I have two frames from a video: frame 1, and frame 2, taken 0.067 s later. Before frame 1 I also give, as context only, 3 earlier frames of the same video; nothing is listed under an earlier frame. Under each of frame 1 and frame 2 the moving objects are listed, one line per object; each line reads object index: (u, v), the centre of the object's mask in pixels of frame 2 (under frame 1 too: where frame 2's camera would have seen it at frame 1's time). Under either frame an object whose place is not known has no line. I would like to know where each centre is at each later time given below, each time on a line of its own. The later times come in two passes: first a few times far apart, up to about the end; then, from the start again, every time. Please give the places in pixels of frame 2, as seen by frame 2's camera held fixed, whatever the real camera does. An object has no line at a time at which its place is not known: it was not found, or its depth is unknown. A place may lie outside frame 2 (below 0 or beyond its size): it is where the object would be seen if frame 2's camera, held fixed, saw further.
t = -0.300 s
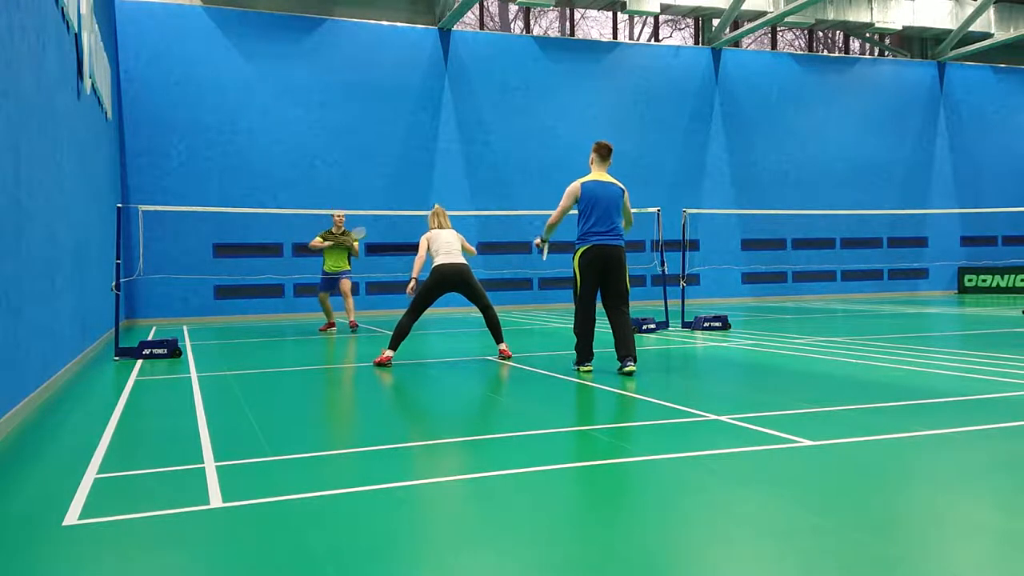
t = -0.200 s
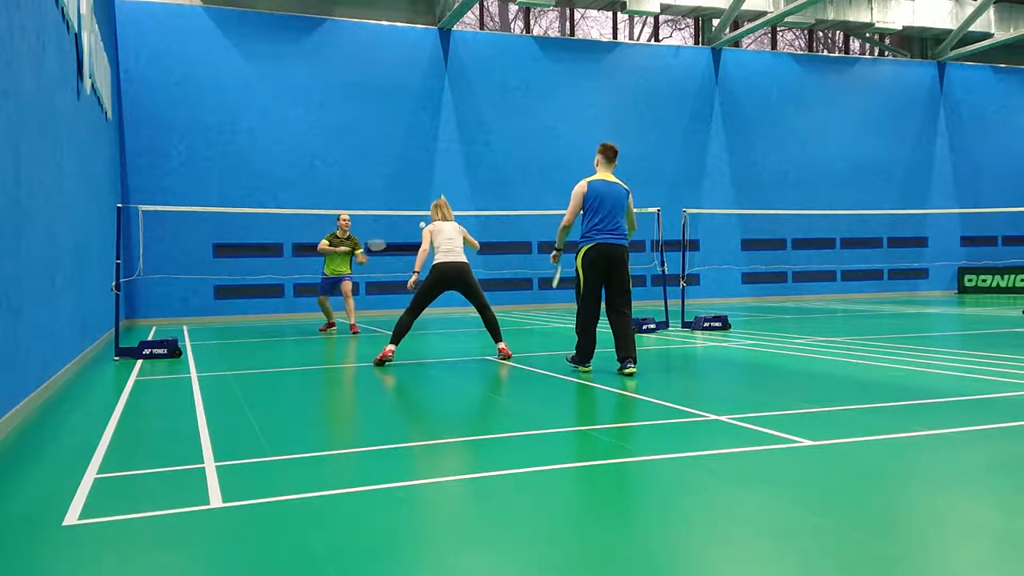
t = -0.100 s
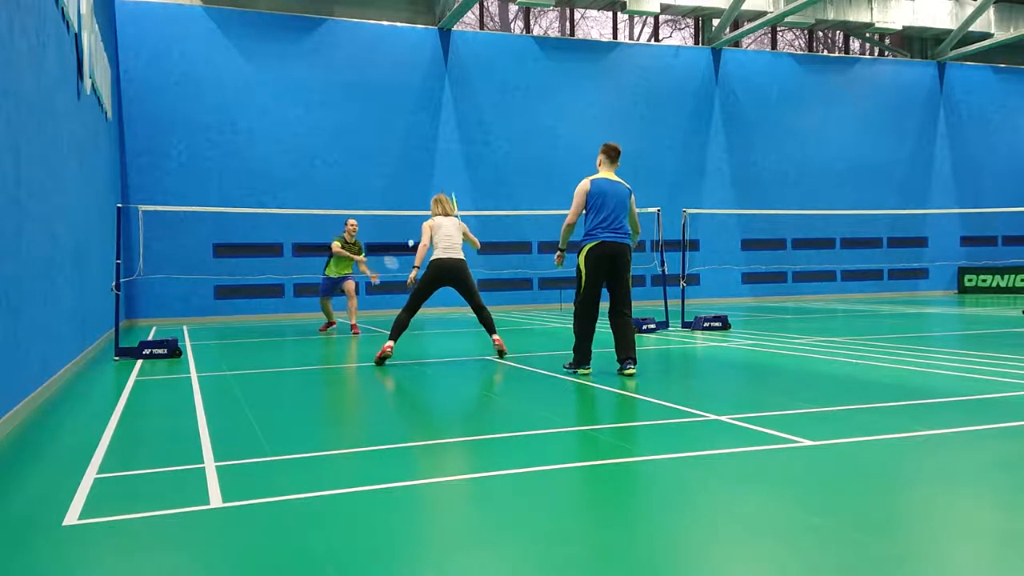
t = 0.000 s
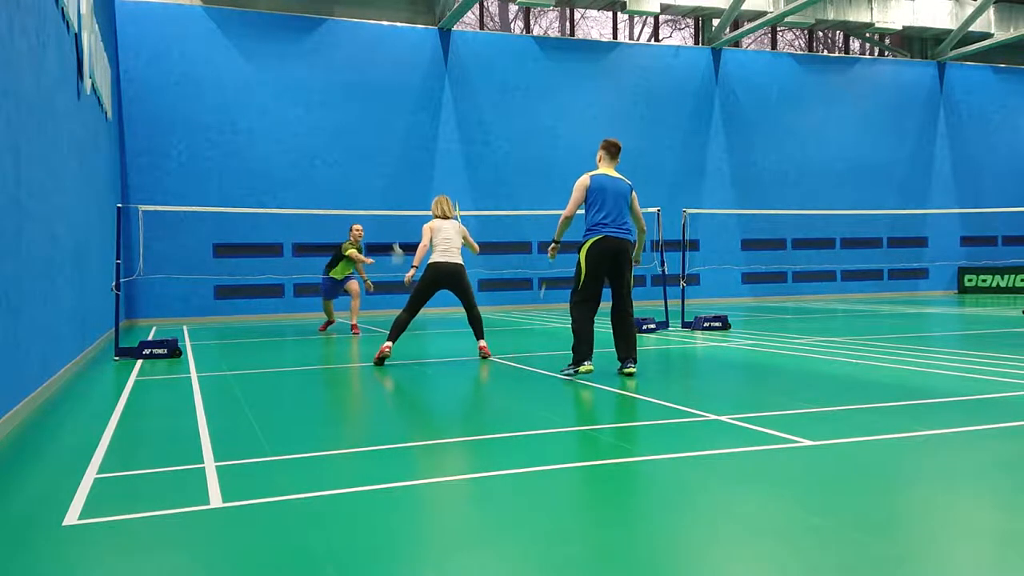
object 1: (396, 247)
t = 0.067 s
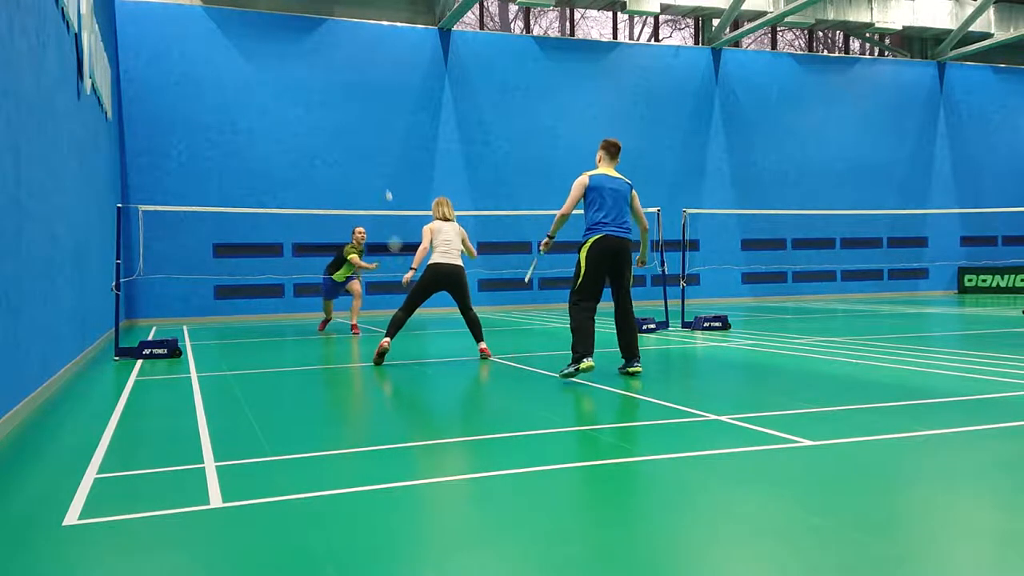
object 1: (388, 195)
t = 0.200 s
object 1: (371, 116)
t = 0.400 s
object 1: (346, 32)
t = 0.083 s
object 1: (386, 184)
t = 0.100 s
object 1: (384, 175)
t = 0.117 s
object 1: (381, 163)
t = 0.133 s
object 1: (379, 153)
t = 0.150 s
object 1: (377, 144)
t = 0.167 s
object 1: (375, 133)
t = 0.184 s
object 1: (373, 124)
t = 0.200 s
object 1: (371, 116)
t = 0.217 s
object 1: (369, 106)
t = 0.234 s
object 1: (366, 98)
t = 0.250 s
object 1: (364, 90)
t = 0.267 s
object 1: (362, 83)
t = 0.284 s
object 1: (360, 75)
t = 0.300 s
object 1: (357, 69)
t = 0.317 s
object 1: (355, 61)
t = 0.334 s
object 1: (354, 55)
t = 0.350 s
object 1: (352, 49)
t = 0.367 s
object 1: (350, 43)
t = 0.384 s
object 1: (348, 38)
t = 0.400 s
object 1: (346, 32)
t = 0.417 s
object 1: (344, 27)
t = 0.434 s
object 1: (343, 23)
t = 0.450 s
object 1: (340, 19)
